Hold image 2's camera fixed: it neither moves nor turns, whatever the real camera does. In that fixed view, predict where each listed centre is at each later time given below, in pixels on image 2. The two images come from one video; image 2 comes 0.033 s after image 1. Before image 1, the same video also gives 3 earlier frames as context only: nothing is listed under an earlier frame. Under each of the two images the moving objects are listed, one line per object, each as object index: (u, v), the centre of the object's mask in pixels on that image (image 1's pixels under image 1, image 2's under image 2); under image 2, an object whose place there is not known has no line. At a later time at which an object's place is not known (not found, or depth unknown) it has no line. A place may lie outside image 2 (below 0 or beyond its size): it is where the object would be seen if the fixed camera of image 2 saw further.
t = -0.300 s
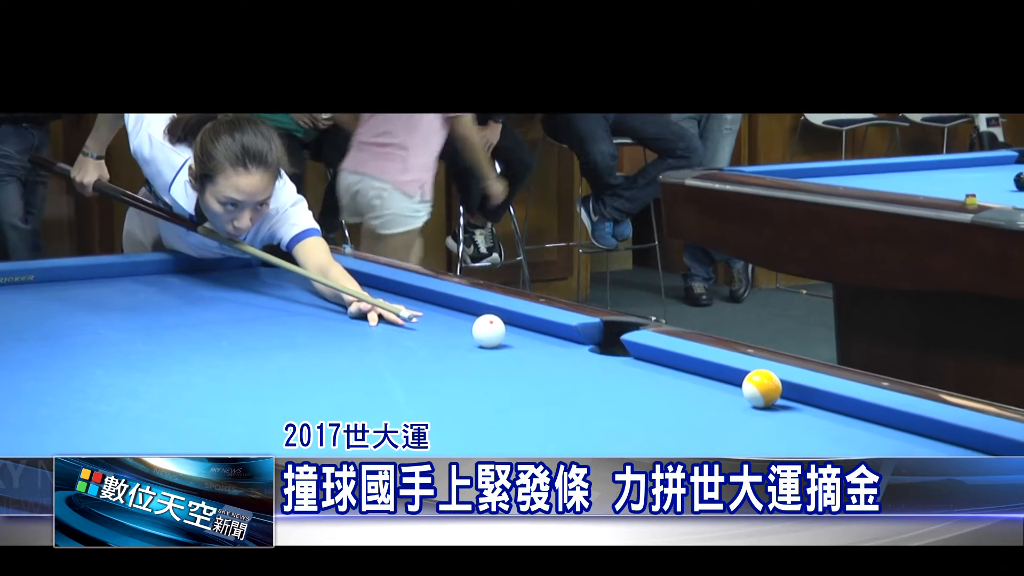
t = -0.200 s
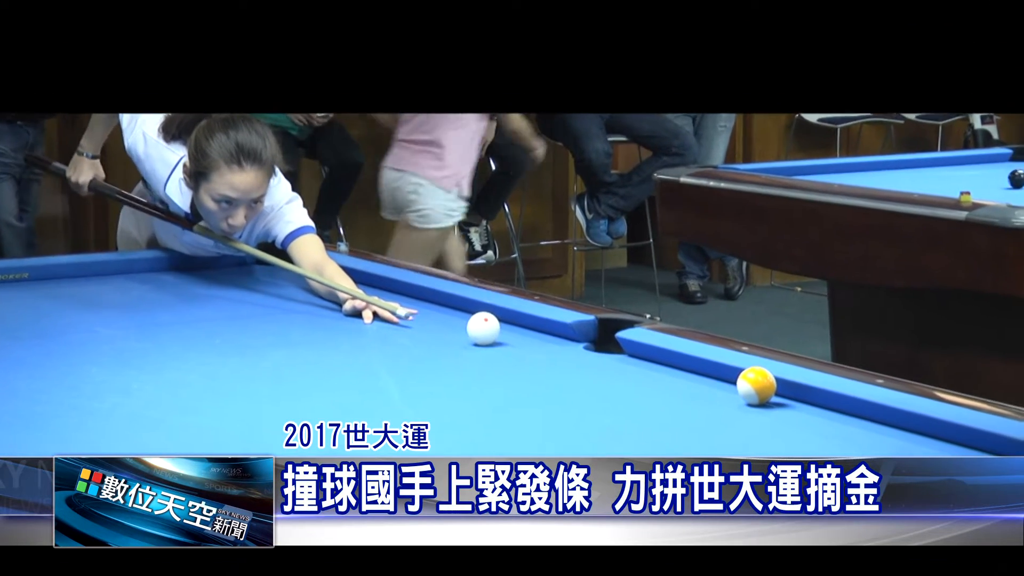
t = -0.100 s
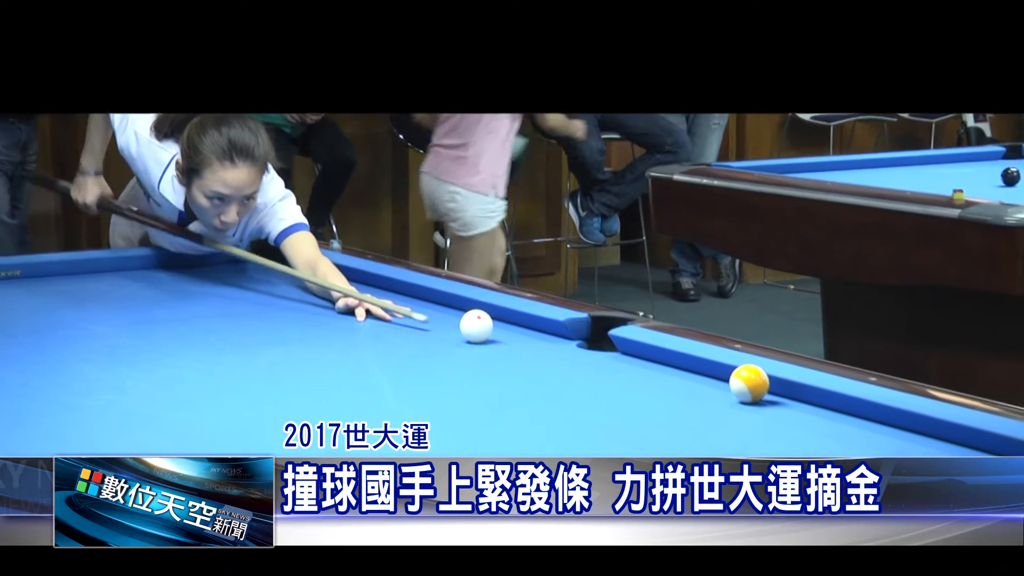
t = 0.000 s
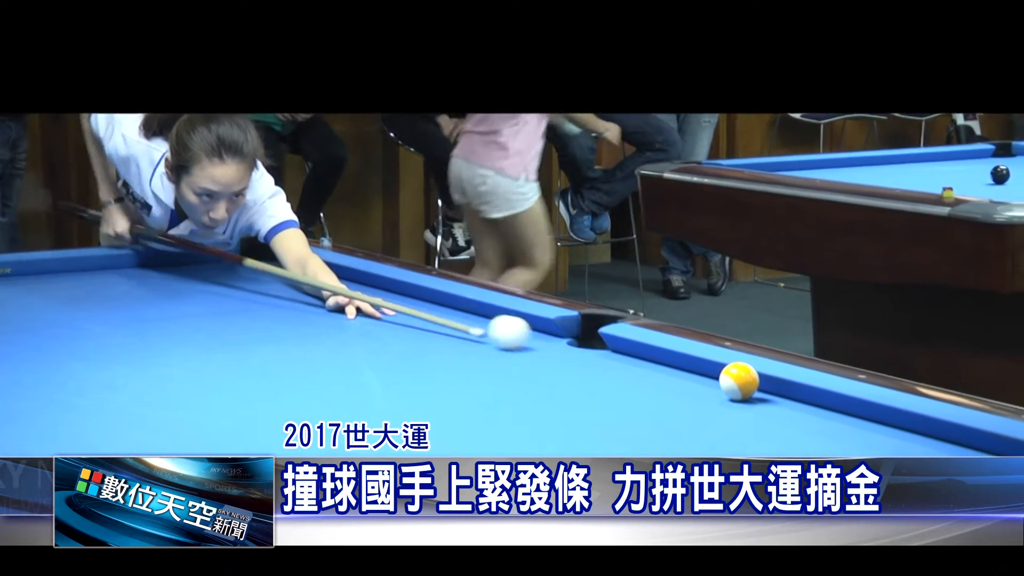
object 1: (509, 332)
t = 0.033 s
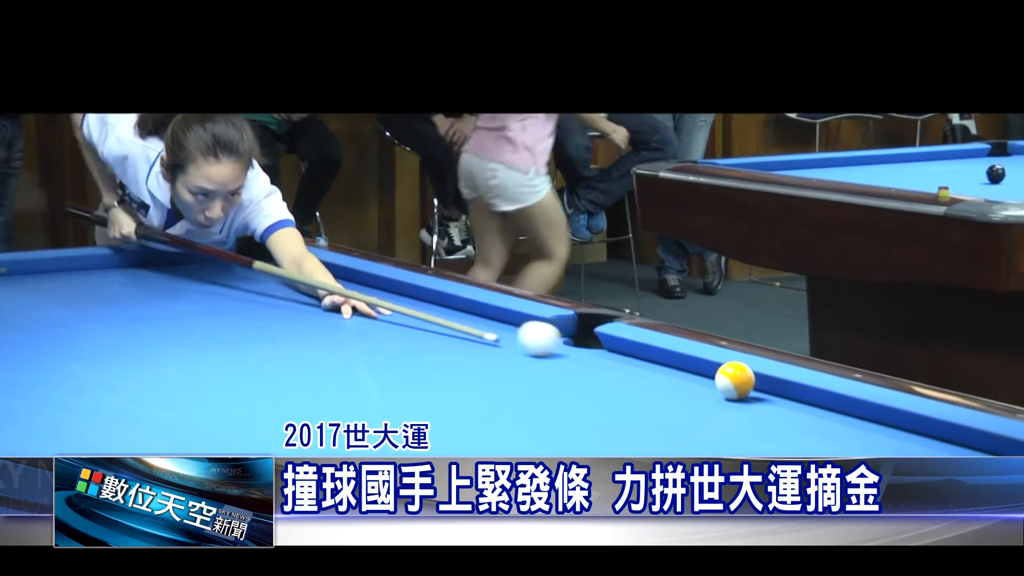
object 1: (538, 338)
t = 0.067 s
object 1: (572, 345)
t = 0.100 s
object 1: (606, 352)
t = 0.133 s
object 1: (641, 359)
